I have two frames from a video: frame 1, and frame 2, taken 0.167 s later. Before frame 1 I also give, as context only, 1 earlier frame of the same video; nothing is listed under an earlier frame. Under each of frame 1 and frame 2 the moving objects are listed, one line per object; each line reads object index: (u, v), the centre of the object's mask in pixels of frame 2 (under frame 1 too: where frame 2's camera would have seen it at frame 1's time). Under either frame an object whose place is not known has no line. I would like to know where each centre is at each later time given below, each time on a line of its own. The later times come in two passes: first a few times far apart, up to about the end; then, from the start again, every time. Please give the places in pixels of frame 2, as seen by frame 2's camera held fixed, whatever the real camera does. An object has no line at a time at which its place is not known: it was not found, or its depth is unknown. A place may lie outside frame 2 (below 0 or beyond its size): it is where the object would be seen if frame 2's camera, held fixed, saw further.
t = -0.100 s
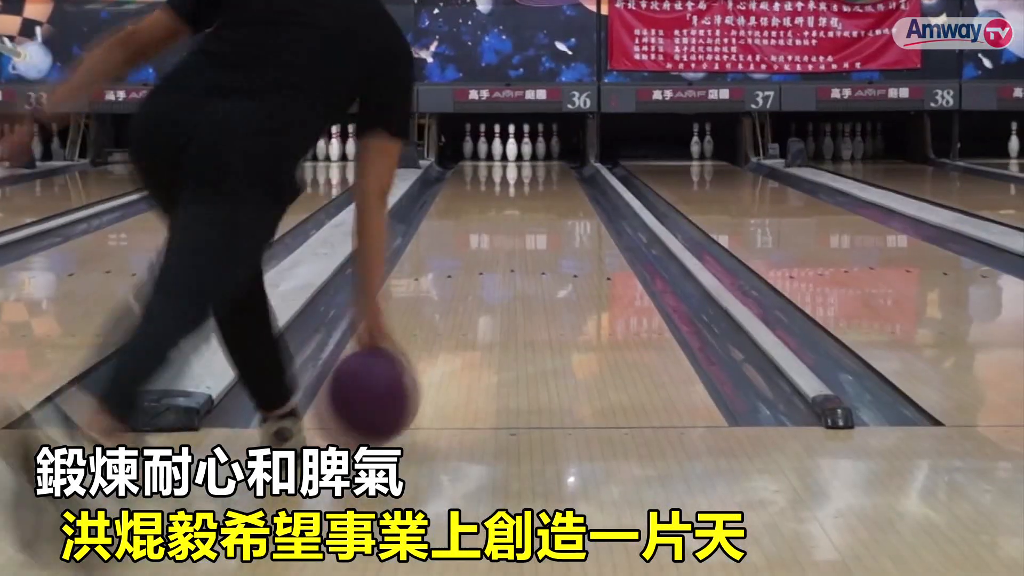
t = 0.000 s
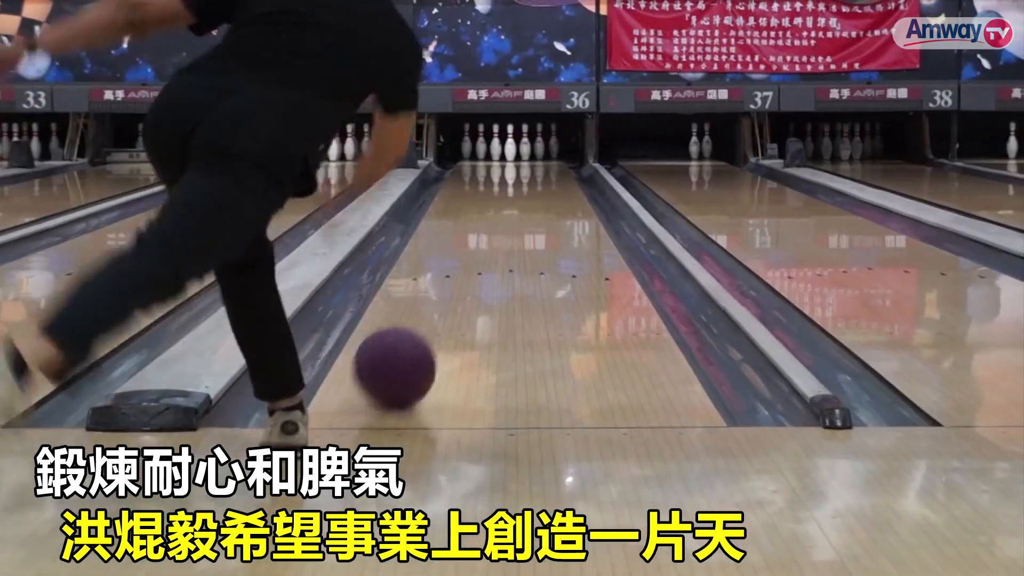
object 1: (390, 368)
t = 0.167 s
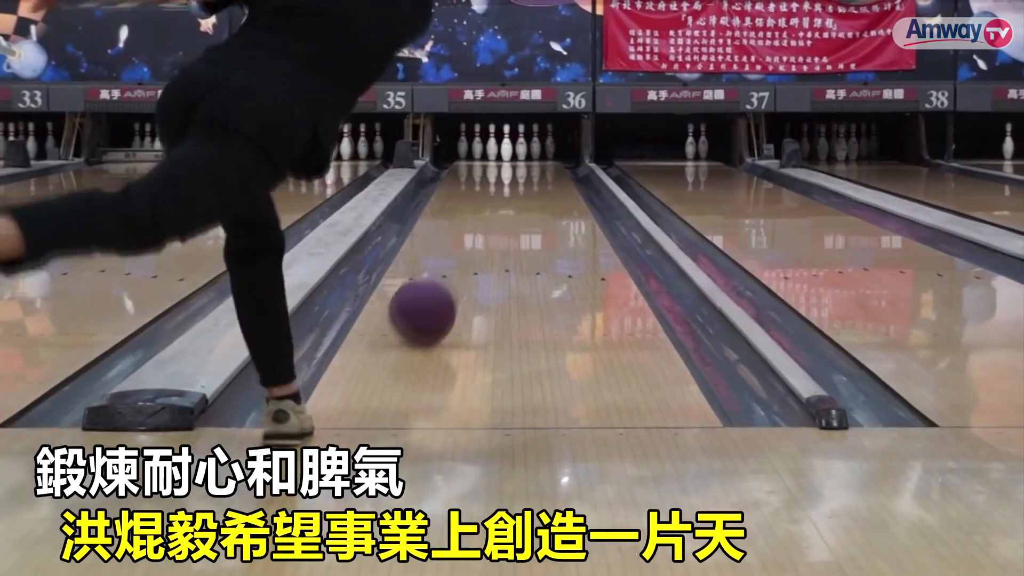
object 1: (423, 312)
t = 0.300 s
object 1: (443, 276)
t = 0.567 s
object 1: (465, 239)
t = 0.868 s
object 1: (483, 207)
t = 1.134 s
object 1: (493, 188)
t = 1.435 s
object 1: (500, 173)
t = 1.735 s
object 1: (506, 163)
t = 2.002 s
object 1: (508, 155)
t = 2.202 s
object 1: (515, 151)
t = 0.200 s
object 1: (428, 302)
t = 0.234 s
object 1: (434, 292)
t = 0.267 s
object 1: (438, 283)
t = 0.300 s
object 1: (443, 276)
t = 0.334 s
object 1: (446, 272)
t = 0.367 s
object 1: (448, 268)
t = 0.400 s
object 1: (452, 261)
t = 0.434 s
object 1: (455, 255)
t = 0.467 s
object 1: (459, 250)
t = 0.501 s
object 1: (460, 247)
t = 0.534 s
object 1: (463, 243)
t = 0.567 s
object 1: (465, 239)
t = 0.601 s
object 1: (468, 234)
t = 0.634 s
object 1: (470, 230)
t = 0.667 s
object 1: (473, 226)
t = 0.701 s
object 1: (475, 222)
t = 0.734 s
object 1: (476, 220)
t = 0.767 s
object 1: (478, 216)
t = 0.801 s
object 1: (480, 213)
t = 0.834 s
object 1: (481, 210)
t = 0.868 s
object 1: (483, 207)
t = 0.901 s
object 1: (484, 205)
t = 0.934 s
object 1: (486, 202)
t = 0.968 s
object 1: (487, 199)
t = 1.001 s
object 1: (489, 196)
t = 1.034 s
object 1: (490, 194)
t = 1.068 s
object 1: (491, 192)
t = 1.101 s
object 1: (492, 190)
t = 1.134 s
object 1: (493, 188)
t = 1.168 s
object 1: (494, 186)
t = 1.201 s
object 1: (495, 184)
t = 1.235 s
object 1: (496, 181)
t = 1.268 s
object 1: (496, 180)
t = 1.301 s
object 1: (497, 178)
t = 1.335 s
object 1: (499, 177)
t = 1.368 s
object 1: (499, 175)
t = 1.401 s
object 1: (500, 174)
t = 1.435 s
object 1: (500, 173)
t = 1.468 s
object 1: (501, 171)
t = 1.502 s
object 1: (502, 170)
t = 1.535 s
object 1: (503, 169)
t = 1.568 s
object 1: (504, 168)
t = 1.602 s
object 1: (504, 167)
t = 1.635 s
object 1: (504, 165)
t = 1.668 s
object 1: (505, 164)
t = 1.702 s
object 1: (505, 163)
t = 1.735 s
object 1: (506, 163)
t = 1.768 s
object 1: (506, 161)
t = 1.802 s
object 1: (506, 160)
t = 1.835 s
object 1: (507, 159)
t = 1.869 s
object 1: (507, 158)
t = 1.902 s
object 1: (508, 157)
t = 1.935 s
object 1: (508, 156)
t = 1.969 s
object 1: (508, 155)
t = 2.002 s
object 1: (508, 155)
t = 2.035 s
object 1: (509, 154)
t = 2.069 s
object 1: (509, 153)
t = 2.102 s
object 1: (509, 153)
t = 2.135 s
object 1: (510, 152)
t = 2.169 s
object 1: (511, 151)
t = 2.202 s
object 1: (515, 151)
